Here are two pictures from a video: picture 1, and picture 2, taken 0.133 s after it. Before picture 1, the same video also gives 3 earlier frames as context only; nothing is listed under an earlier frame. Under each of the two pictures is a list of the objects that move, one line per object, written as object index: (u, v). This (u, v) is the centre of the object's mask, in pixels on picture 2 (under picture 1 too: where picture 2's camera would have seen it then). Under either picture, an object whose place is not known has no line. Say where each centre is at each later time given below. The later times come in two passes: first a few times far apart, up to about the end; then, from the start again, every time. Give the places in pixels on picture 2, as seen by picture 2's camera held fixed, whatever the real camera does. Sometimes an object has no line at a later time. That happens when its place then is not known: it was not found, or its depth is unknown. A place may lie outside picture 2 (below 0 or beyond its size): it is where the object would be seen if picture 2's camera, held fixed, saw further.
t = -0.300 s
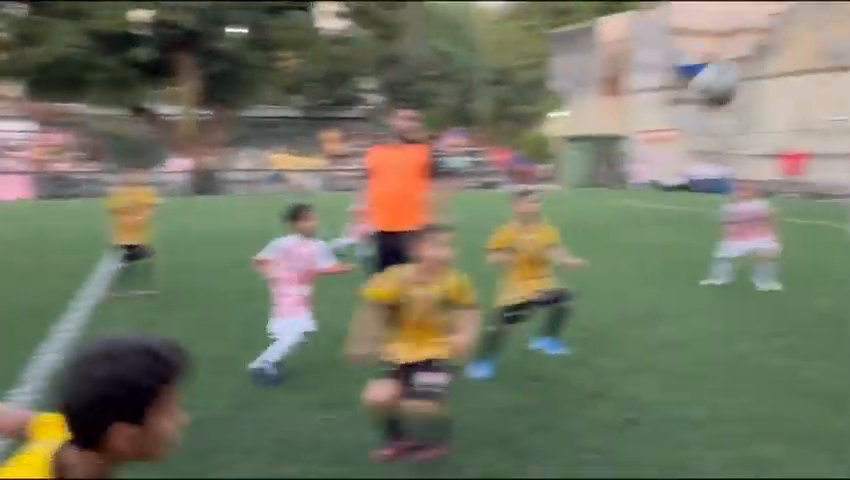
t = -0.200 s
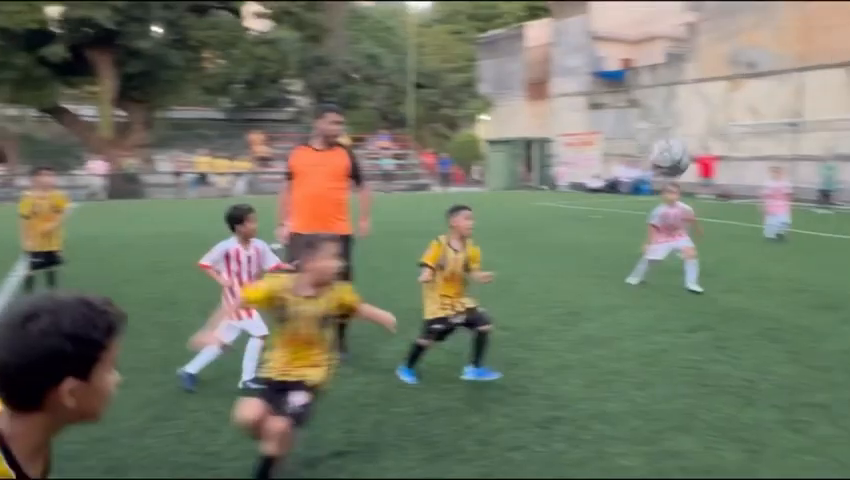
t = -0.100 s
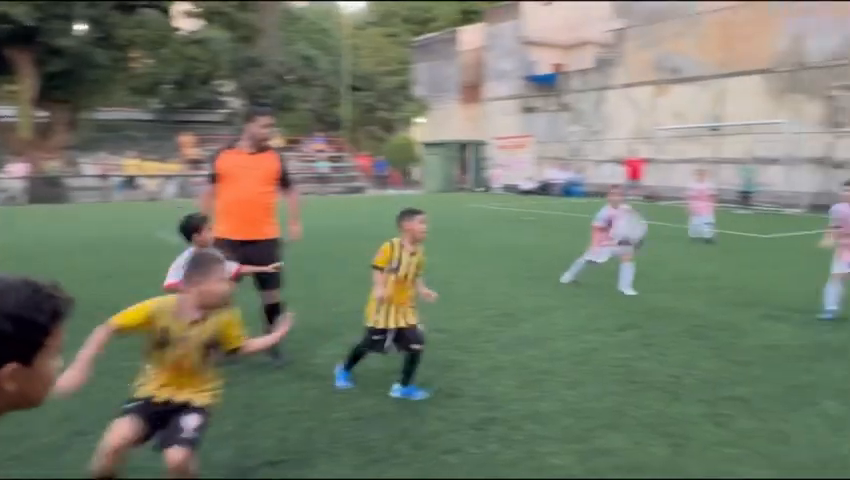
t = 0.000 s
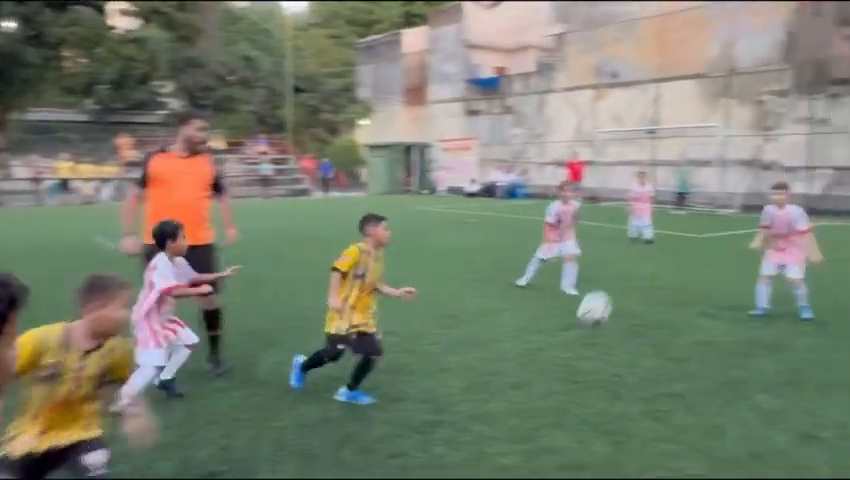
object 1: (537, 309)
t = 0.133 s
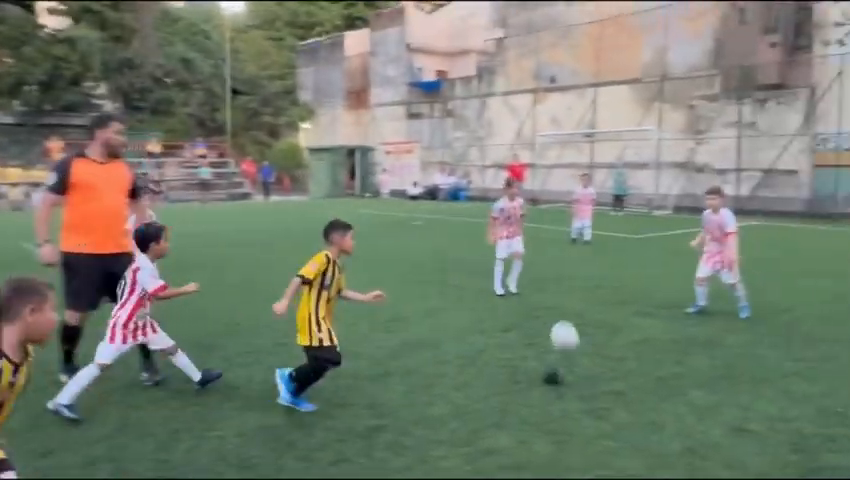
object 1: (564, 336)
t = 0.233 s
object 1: (584, 286)
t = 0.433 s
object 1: (614, 233)
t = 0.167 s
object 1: (572, 317)
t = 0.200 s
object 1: (578, 301)
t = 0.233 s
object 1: (584, 286)
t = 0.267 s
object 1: (589, 272)
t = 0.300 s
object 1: (595, 260)
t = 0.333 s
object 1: (600, 252)
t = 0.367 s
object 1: (605, 244)
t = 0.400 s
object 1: (609, 238)
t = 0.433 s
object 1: (614, 233)
